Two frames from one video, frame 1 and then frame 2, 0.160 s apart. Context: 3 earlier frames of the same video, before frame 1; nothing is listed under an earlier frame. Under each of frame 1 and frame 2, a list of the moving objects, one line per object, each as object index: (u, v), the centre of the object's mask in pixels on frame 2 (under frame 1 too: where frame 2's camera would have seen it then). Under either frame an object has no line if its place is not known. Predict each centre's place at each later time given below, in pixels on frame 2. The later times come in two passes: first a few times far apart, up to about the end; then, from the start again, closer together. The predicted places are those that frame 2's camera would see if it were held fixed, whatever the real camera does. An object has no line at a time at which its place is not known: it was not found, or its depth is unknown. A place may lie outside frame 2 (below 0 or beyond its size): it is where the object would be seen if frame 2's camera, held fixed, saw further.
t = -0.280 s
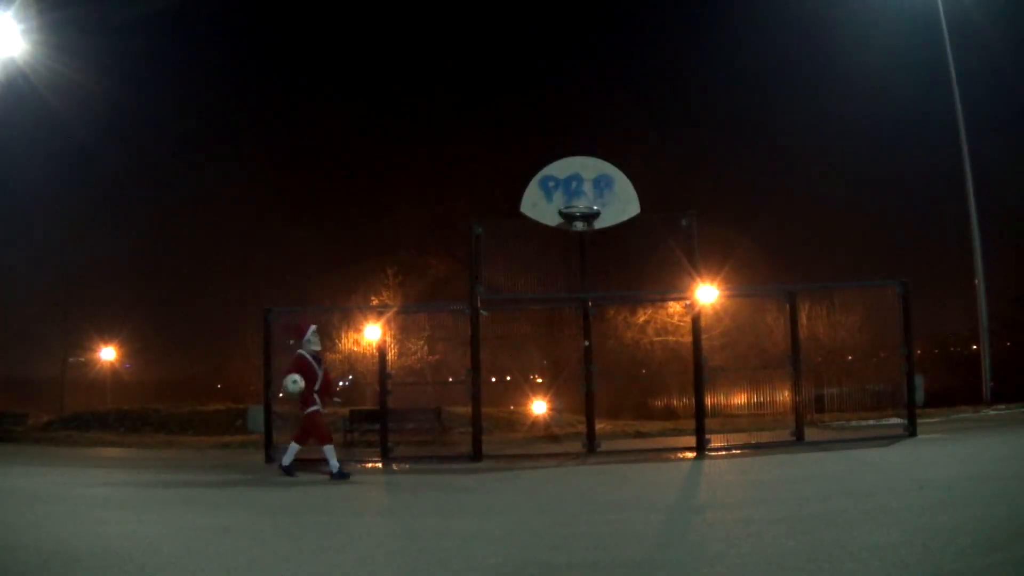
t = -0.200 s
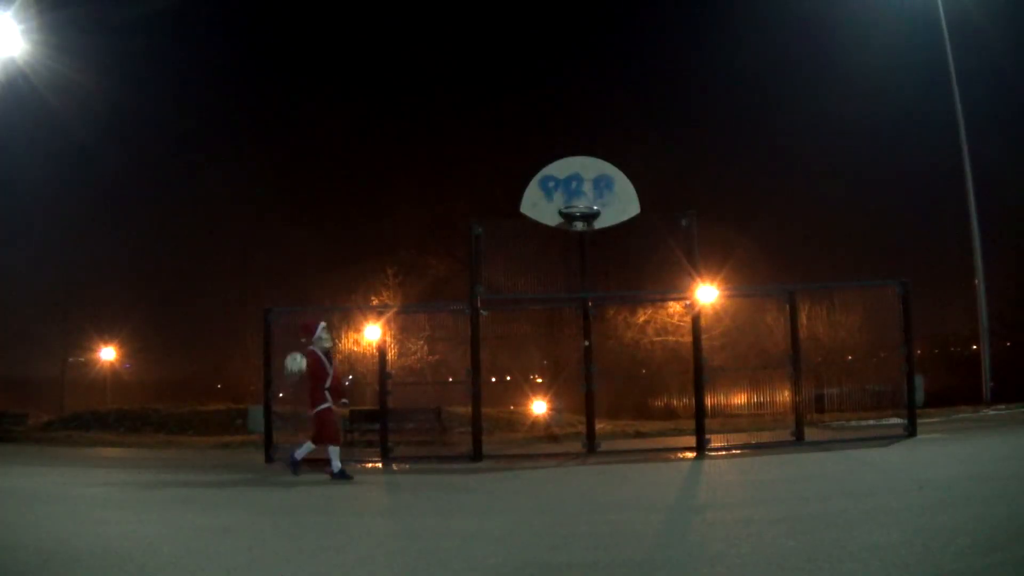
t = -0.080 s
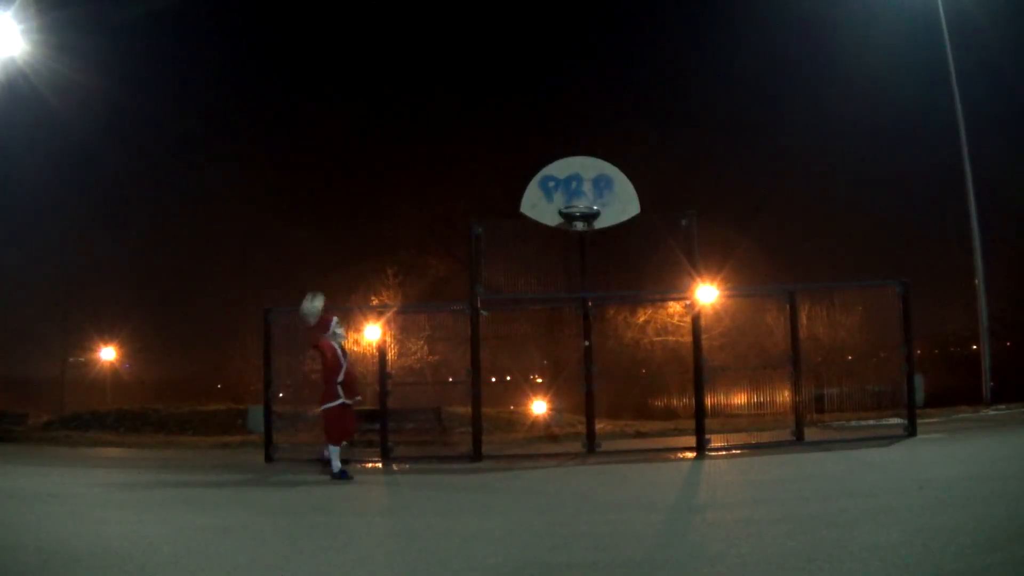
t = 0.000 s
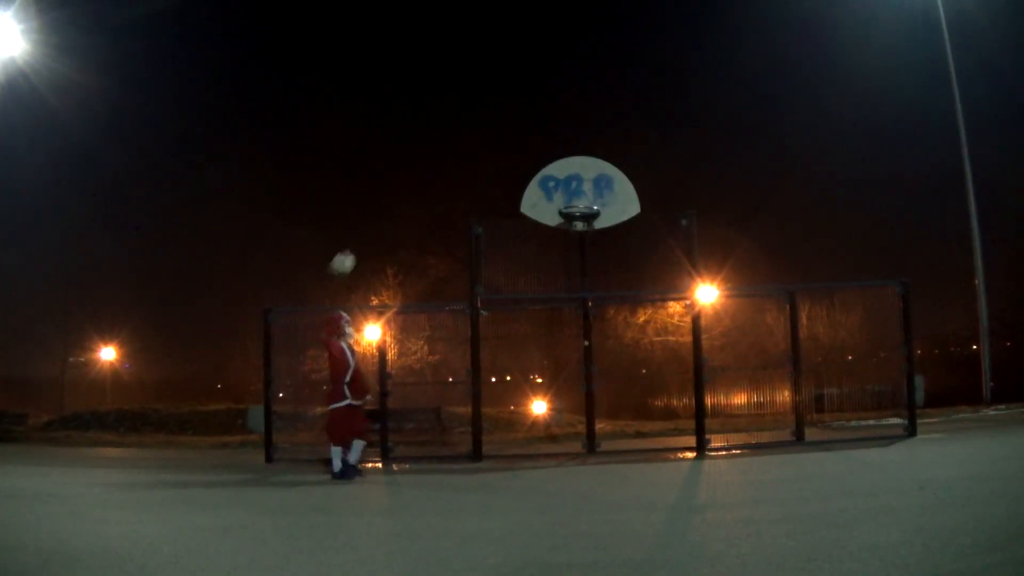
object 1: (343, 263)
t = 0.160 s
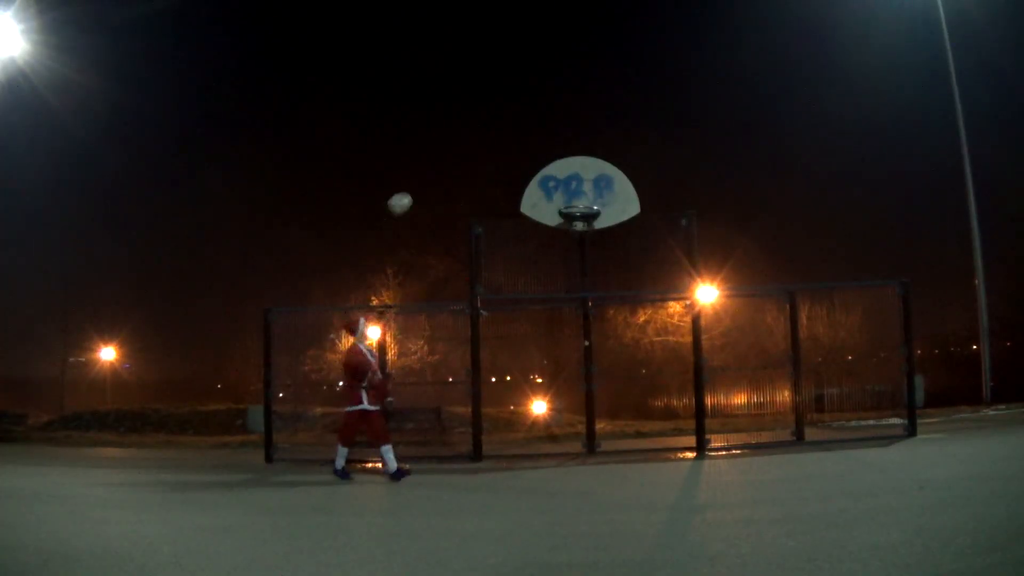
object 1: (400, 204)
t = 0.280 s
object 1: (438, 177)
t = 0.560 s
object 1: (516, 167)
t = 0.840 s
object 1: (580, 204)
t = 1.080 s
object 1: (582, 216)
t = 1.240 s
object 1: (573, 217)
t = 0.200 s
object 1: (413, 193)
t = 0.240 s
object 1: (425, 184)
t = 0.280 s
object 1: (438, 177)
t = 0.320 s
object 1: (450, 172)
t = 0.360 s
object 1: (462, 168)
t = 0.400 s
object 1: (473, 165)
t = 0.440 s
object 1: (484, 163)
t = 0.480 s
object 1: (495, 163)
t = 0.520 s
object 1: (506, 164)
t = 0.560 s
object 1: (516, 167)
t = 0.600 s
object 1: (527, 171)
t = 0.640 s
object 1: (537, 175)
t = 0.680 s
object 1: (547, 180)
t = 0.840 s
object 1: (580, 204)
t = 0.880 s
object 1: (587, 215)
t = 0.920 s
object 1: (590, 219)
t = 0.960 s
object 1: (589, 219)
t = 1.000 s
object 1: (588, 217)
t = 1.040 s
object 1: (585, 216)
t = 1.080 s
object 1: (582, 216)
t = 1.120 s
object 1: (578, 216)
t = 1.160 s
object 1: (576, 216)
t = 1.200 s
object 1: (574, 216)
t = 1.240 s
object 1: (573, 217)
